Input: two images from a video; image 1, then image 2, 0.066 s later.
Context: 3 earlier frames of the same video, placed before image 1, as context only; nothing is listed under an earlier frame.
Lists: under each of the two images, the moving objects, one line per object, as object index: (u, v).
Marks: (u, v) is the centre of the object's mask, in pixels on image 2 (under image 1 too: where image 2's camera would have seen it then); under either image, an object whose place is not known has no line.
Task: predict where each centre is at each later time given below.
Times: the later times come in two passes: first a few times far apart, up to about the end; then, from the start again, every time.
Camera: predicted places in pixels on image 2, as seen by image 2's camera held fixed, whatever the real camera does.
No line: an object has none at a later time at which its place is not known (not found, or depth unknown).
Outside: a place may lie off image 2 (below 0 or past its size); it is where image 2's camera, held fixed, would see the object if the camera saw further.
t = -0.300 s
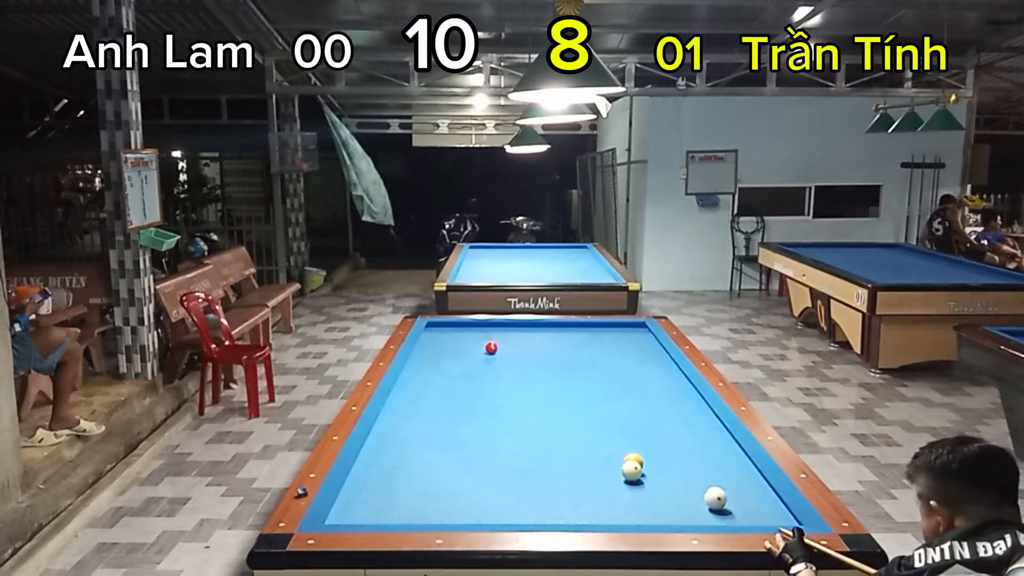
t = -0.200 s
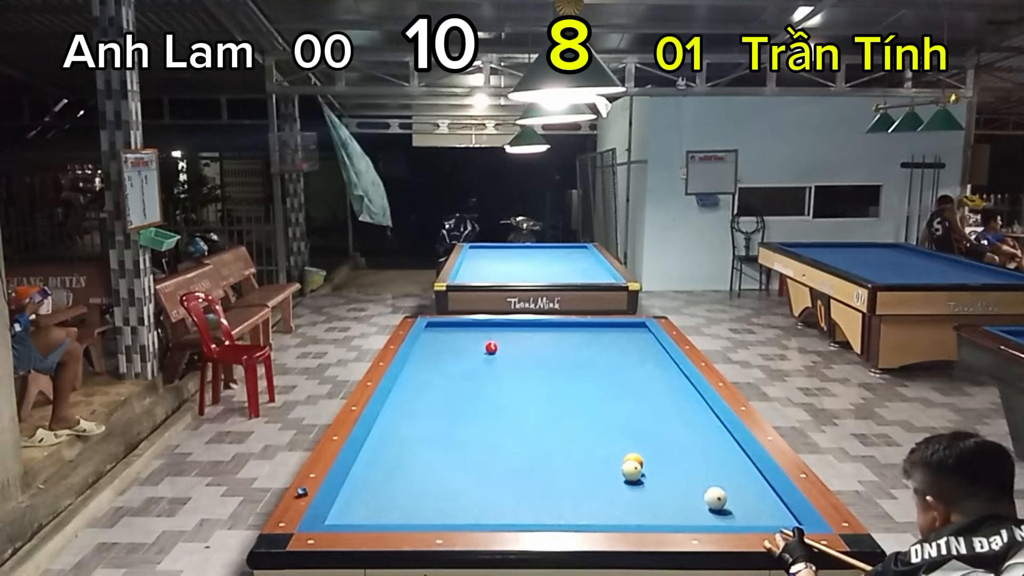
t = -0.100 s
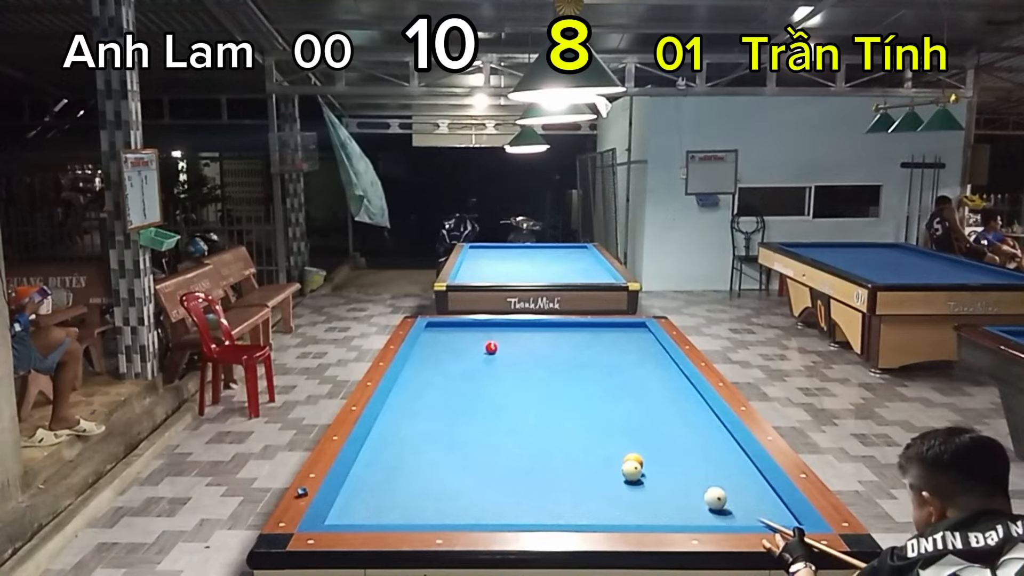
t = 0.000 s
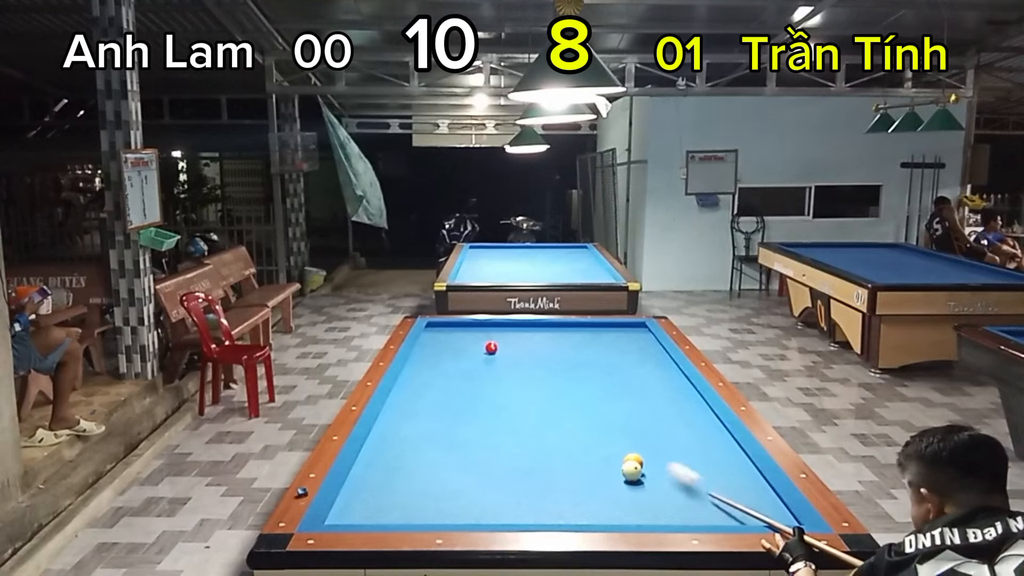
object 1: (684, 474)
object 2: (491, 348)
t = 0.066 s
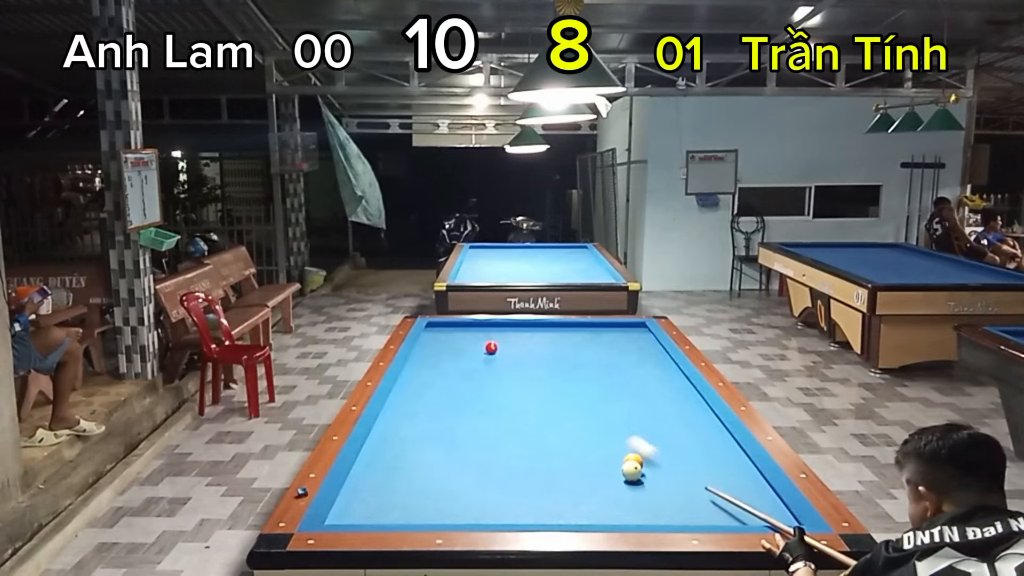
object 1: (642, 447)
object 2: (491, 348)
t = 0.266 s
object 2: (491, 348)
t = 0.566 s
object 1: (494, 350)
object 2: (485, 343)
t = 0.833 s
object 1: (482, 345)
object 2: (458, 324)
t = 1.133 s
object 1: (465, 337)
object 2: (433, 338)
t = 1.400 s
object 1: (452, 330)
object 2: (423, 350)
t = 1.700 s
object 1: (439, 324)
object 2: (429, 364)
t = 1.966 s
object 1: (437, 327)
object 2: (436, 377)
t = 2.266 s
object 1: (434, 330)
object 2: (444, 395)
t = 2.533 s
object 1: (432, 333)
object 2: (452, 412)
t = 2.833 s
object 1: (430, 336)
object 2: (462, 434)
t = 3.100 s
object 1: (429, 339)
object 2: (472, 457)
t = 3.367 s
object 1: (427, 341)
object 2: (484, 482)
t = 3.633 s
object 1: (425, 344)
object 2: (497, 512)
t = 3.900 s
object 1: (423, 347)
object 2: (521, 508)
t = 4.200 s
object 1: (421, 350)
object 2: (548, 490)
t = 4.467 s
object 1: (420, 353)
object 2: (568, 475)
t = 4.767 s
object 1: (419, 355)
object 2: (589, 461)
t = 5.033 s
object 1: (418, 358)
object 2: (605, 449)
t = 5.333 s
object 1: (417, 360)
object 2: (621, 438)
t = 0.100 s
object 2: (491, 348)
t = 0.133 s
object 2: (491, 348)
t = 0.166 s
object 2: (491, 348)
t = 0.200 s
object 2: (491, 348)
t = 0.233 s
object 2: (491, 348)
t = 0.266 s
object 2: (491, 348)
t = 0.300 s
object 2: (491, 348)
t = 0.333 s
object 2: (491, 348)
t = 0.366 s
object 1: (529, 373)
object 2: (491, 348)
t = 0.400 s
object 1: (521, 367)
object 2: (491, 348)
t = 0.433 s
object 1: (513, 362)
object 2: (491, 348)
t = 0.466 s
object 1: (507, 358)
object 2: (491, 348)
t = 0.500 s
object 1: (500, 353)
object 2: (490, 347)
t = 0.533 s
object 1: (495, 350)
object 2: (488, 345)
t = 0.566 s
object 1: (494, 350)
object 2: (485, 343)
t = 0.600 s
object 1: (493, 350)
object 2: (481, 339)
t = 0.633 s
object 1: (492, 349)
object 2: (477, 336)
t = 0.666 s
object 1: (490, 349)
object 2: (473, 333)
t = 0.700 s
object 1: (489, 348)
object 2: (470, 330)
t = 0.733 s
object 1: (488, 348)
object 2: (466, 328)
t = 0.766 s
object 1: (486, 347)
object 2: (463, 326)
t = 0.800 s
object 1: (484, 346)
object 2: (460, 324)
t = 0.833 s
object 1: (482, 345)
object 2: (458, 324)
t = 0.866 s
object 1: (480, 344)
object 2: (455, 326)
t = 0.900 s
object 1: (478, 343)
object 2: (452, 327)
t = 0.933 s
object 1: (476, 342)
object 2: (449, 329)
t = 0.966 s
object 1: (474, 341)
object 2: (447, 330)
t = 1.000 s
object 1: (472, 340)
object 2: (444, 332)
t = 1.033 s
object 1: (471, 339)
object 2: (441, 334)
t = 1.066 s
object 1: (469, 338)
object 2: (438, 335)
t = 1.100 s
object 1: (467, 337)
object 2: (435, 337)
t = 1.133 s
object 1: (465, 337)
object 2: (433, 338)
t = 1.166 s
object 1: (464, 336)
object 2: (430, 340)
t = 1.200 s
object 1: (462, 335)
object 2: (427, 341)
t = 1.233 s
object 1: (460, 334)
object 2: (424, 343)
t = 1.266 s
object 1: (459, 333)
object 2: (421, 345)
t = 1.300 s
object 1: (457, 333)
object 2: (421, 346)
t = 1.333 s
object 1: (456, 332)
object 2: (422, 348)
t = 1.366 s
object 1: (454, 331)
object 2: (423, 349)
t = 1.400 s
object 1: (452, 330)
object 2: (423, 350)
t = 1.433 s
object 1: (451, 329)
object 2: (424, 352)
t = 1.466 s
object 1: (449, 329)
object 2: (425, 353)
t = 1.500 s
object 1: (448, 328)
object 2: (425, 355)
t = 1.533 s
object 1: (446, 327)
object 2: (426, 356)
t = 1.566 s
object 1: (445, 326)
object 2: (427, 358)
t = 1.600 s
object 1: (443, 325)
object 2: (427, 359)
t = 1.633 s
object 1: (442, 325)
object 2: (428, 361)
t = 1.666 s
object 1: (440, 324)
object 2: (429, 362)
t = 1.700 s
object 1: (439, 324)
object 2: (429, 364)
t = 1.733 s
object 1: (439, 324)
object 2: (430, 365)
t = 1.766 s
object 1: (439, 324)
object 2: (431, 367)
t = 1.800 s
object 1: (438, 325)
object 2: (432, 369)
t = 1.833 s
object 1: (438, 325)
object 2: (433, 371)
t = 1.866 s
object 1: (438, 326)
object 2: (433, 372)
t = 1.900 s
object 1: (437, 326)
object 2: (434, 374)
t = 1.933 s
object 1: (437, 326)
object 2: (435, 376)
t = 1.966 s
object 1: (437, 327)
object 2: (436, 377)
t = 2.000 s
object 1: (437, 327)
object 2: (437, 379)
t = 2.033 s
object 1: (436, 328)
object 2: (437, 381)
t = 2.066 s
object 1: (436, 328)
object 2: (438, 383)
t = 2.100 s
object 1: (436, 328)
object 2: (439, 385)
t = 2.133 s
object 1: (435, 329)
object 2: (440, 387)
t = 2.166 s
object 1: (435, 329)
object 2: (441, 389)
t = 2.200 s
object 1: (435, 329)
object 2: (442, 391)
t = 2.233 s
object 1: (434, 330)
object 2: (443, 393)
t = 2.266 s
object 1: (434, 330)
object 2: (444, 395)
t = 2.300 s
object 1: (434, 330)
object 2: (445, 397)
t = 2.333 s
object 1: (433, 331)
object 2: (446, 399)
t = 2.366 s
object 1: (433, 331)
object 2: (447, 401)
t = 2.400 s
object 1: (433, 331)
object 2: (448, 403)
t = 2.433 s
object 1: (433, 332)
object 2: (449, 405)
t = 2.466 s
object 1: (432, 332)
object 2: (450, 407)
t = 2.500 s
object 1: (432, 332)
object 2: (451, 409)
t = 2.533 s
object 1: (432, 333)
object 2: (452, 412)
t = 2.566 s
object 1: (432, 333)
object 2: (453, 414)
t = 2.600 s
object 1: (432, 334)
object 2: (454, 416)
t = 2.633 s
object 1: (431, 334)
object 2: (455, 419)
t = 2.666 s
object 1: (431, 334)
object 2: (456, 421)
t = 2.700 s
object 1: (431, 334)
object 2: (457, 424)
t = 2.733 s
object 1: (431, 335)
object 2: (459, 426)
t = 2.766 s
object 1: (431, 335)
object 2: (460, 429)
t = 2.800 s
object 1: (431, 335)
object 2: (461, 431)
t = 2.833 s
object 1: (430, 336)
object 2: (462, 434)
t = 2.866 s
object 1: (430, 336)
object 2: (463, 437)
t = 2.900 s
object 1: (430, 336)
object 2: (465, 439)
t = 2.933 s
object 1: (430, 337)
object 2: (466, 442)
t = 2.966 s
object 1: (429, 337)
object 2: (467, 445)
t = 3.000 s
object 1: (429, 338)
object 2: (468, 448)
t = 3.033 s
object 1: (429, 338)
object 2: (469, 451)
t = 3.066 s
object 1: (429, 338)
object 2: (471, 454)
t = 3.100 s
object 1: (429, 339)
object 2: (472, 457)
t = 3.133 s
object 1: (428, 339)
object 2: (474, 460)
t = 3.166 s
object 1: (428, 340)
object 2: (475, 463)
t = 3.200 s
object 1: (428, 340)
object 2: (477, 466)
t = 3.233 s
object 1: (428, 340)
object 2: (478, 469)
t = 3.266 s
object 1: (427, 340)
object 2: (479, 472)
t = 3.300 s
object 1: (427, 341)
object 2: (481, 476)
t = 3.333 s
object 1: (427, 341)
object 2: (482, 479)
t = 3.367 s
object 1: (427, 341)
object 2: (484, 482)
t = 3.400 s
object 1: (426, 342)
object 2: (485, 486)
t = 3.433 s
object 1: (426, 342)
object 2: (487, 490)
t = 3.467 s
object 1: (426, 342)
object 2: (489, 494)
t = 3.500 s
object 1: (426, 343)
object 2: (490, 497)
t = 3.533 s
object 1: (426, 343)
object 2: (492, 501)
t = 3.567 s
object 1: (425, 344)
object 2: (494, 505)
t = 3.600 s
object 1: (425, 344)
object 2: (496, 509)
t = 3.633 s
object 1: (425, 344)
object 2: (497, 512)
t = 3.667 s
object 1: (425, 345)
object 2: (499, 514)
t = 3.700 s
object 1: (425, 345)
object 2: (501, 516)
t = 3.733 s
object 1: (424, 345)
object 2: (504, 516)
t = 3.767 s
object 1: (424, 346)
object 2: (508, 515)
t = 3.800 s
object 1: (424, 346)
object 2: (511, 513)
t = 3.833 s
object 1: (424, 346)
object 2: (514, 512)
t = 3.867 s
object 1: (423, 347)
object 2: (518, 511)
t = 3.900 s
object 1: (423, 347)
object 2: (521, 508)
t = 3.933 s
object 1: (423, 347)
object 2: (524, 505)
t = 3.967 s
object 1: (423, 348)
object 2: (527, 503)
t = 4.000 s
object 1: (423, 348)
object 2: (530, 502)
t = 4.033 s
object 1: (422, 348)
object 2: (533, 499)
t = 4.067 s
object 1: (422, 349)
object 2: (536, 497)
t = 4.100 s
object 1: (422, 349)
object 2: (539, 495)
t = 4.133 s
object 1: (422, 349)
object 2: (542, 493)
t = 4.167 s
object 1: (422, 350)
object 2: (545, 491)
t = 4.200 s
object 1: (421, 350)
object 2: (548, 490)
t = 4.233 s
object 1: (421, 350)
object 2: (550, 488)
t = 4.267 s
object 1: (421, 351)
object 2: (553, 486)
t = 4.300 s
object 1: (421, 351)
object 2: (556, 484)
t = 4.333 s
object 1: (421, 351)
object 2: (558, 482)
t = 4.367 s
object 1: (421, 351)
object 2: (561, 480)
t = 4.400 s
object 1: (420, 352)
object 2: (563, 479)
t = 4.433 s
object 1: (420, 352)
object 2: (566, 477)
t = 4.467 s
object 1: (420, 353)
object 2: (568, 475)
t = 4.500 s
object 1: (420, 353)
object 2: (571, 474)
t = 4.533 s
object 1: (420, 353)
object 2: (573, 472)
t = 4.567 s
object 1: (420, 353)
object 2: (575, 470)
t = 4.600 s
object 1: (419, 354)
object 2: (578, 469)
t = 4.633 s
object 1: (419, 354)
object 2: (580, 467)
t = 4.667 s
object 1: (419, 354)
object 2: (582, 466)
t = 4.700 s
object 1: (419, 355)
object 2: (585, 464)
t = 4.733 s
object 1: (419, 355)
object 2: (587, 462)
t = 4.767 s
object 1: (419, 355)
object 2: (589, 461)
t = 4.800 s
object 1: (419, 356)
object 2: (591, 459)
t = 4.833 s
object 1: (419, 356)
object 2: (593, 458)
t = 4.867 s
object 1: (419, 356)
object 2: (595, 456)
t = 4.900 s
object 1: (419, 357)
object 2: (597, 455)
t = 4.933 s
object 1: (419, 357)
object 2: (599, 454)
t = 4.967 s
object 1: (419, 357)
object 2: (601, 452)
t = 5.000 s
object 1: (418, 358)
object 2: (603, 451)
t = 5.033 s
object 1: (418, 358)
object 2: (605, 449)
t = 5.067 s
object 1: (418, 358)
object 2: (607, 448)
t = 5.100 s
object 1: (418, 358)
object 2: (609, 447)
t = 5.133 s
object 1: (418, 359)
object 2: (611, 445)
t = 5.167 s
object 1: (418, 359)
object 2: (612, 444)
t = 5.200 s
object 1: (418, 359)
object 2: (614, 443)
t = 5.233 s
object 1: (417, 360)
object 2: (616, 442)
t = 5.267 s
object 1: (417, 360)
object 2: (618, 440)
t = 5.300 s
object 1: (417, 360)
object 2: (619, 439)
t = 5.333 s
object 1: (417, 360)
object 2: (621, 438)
